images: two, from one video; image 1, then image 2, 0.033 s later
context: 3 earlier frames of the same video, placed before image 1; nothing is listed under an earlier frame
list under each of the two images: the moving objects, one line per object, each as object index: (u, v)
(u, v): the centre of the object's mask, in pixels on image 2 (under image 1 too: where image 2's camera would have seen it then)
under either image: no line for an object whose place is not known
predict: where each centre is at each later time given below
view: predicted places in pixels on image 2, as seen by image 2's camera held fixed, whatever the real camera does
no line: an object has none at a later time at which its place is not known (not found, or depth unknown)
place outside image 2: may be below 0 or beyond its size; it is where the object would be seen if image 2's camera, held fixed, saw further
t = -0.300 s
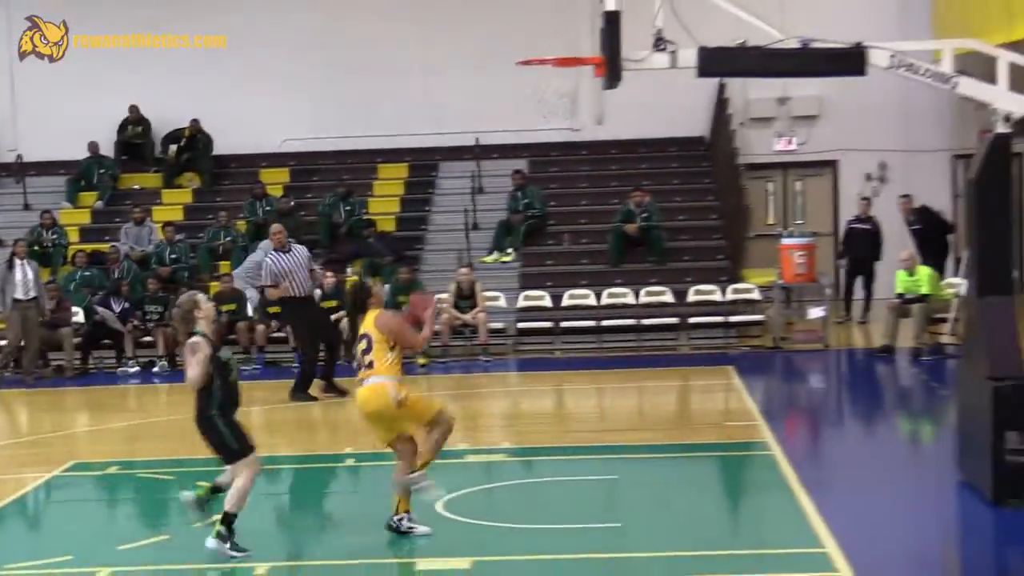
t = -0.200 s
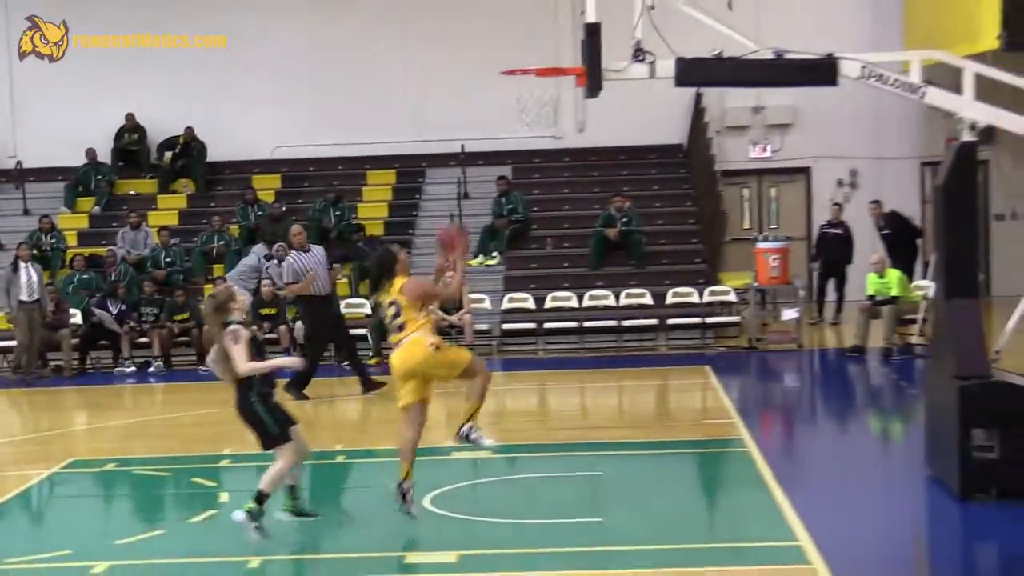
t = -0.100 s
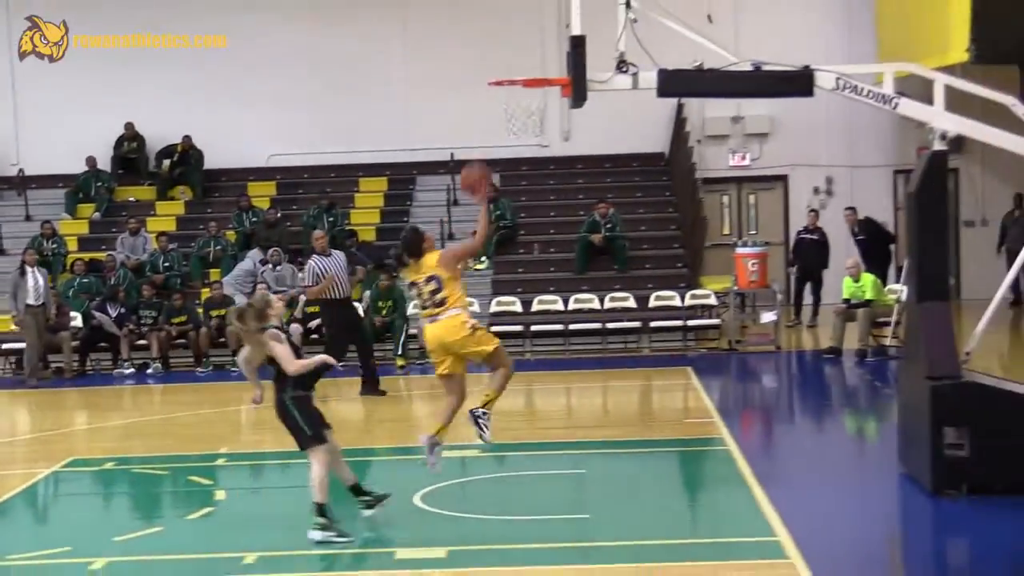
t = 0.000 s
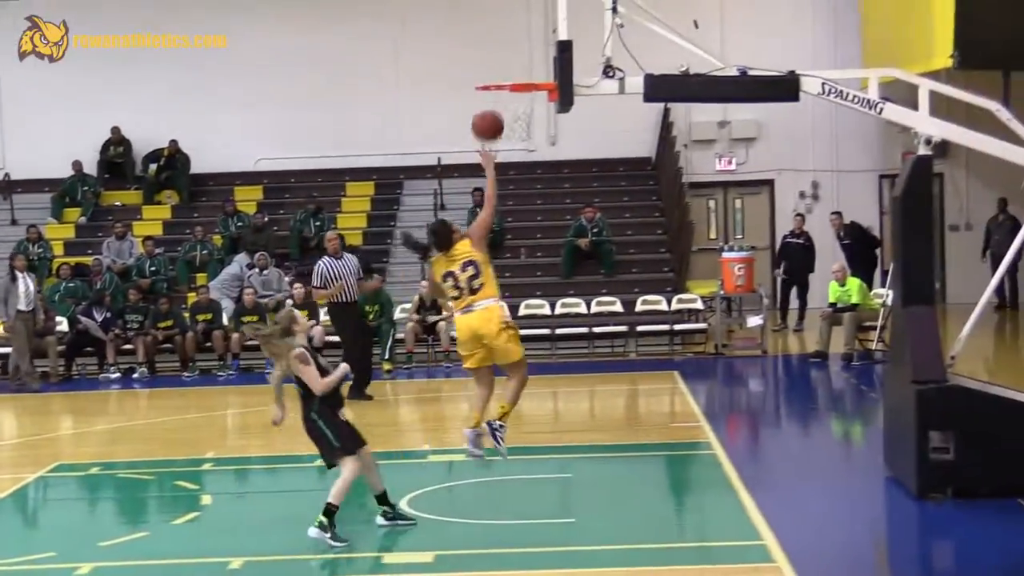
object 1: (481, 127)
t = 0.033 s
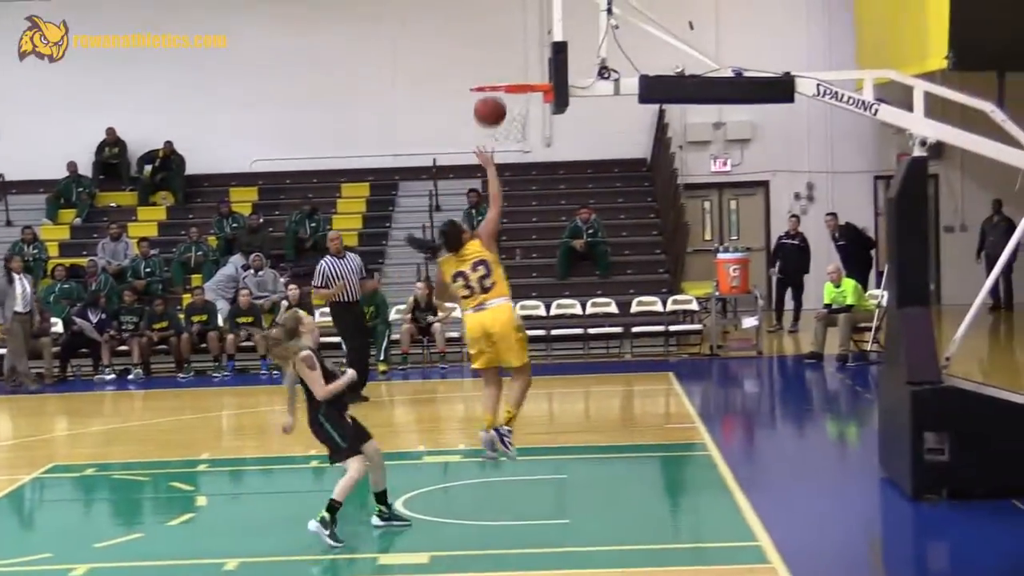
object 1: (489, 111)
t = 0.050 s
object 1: (493, 104)
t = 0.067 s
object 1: (498, 97)
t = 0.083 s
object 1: (502, 90)
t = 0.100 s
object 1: (506, 84)
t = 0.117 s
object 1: (510, 78)
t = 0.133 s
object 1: (514, 72)
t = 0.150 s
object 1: (517, 67)
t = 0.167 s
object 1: (521, 62)
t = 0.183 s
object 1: (525, 58)
